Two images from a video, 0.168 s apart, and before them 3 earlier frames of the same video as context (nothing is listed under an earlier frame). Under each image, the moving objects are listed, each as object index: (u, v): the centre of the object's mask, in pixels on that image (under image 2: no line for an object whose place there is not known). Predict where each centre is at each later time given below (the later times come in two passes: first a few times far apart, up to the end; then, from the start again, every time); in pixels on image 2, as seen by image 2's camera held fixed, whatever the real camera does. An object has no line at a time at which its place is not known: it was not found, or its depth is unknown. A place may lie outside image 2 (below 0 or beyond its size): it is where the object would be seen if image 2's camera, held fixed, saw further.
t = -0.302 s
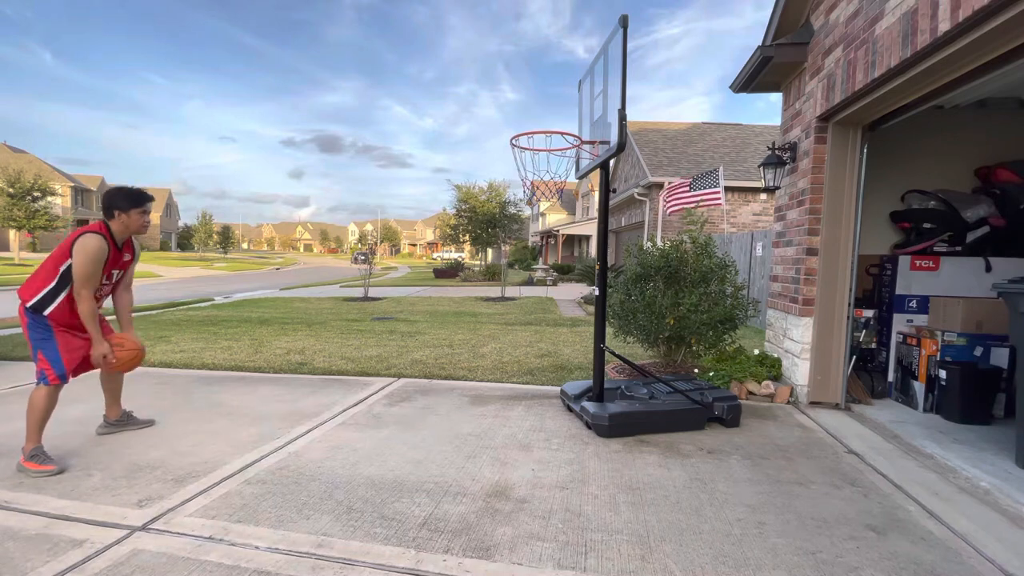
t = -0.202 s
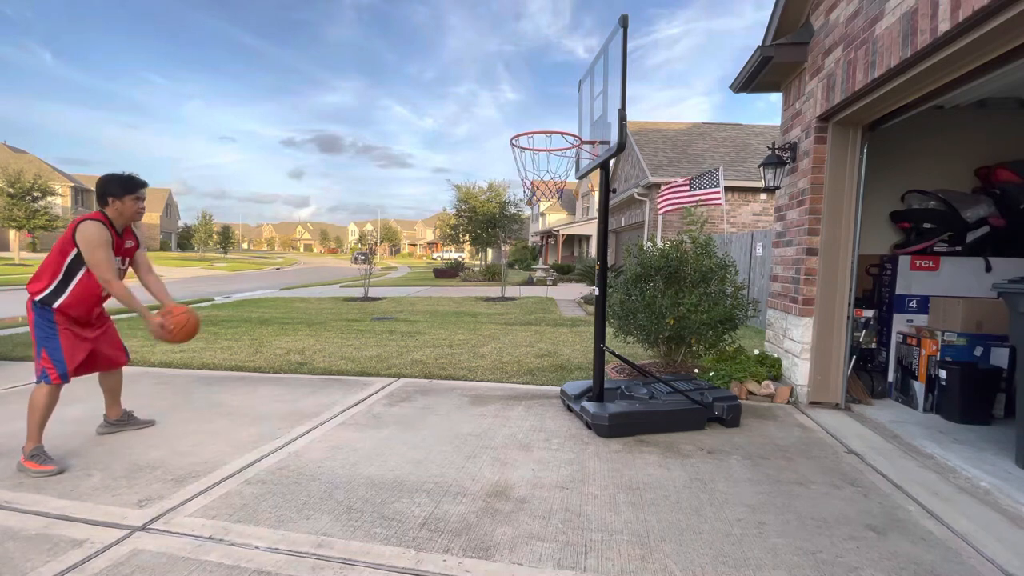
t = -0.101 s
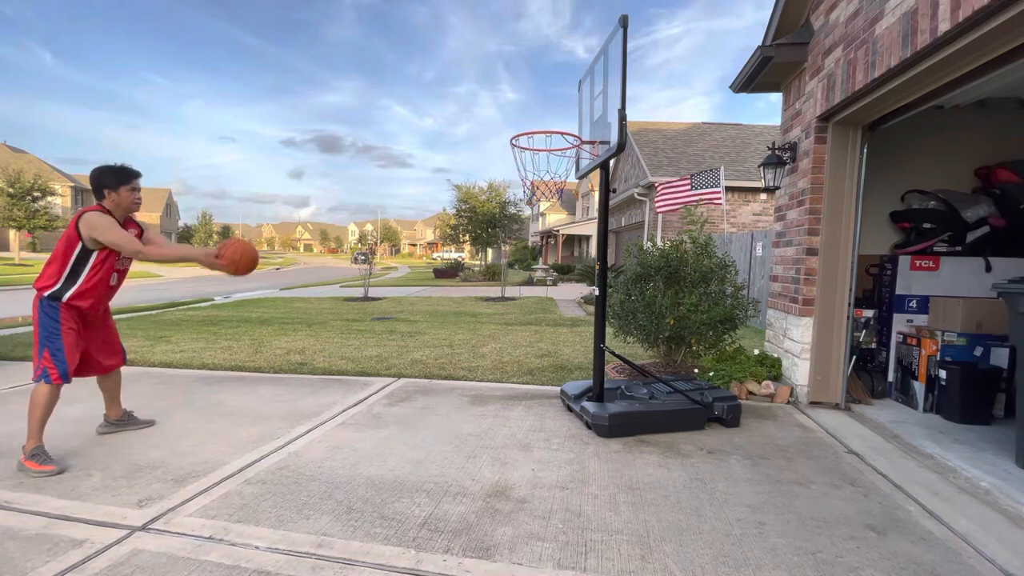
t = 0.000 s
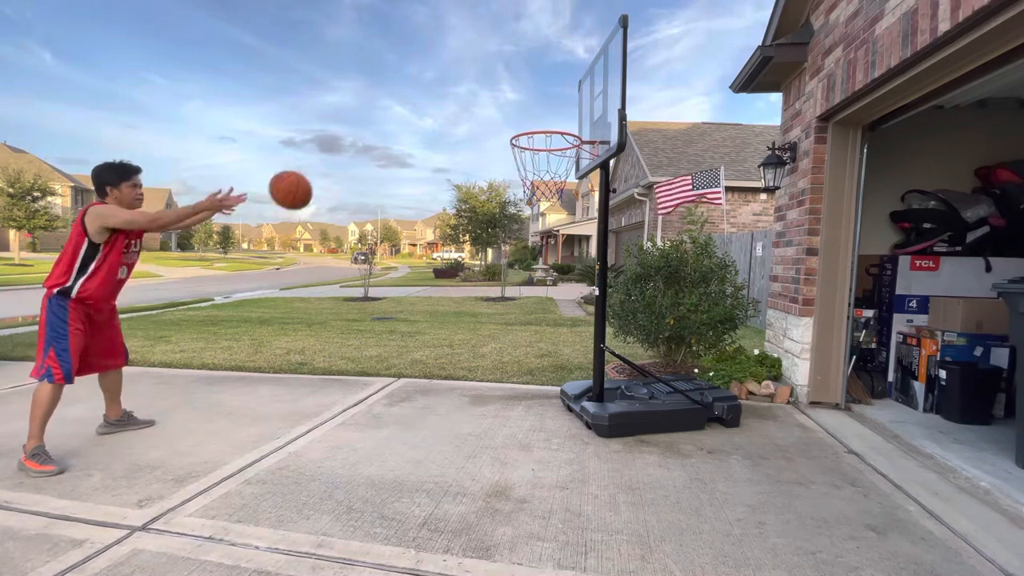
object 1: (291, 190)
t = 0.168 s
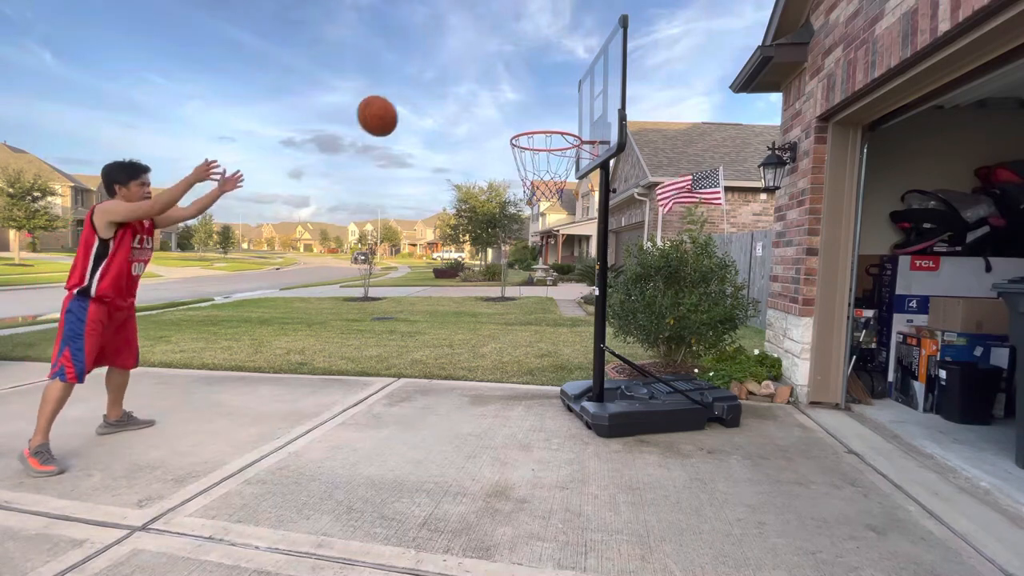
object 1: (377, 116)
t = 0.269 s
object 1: (427, 93)
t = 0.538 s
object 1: (550, 110)
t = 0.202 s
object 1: (394, 106)
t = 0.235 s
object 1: (411, 99)
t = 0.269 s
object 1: (427, 93)
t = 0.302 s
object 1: (443, 89)
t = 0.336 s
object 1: (459, 87)
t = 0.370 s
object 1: (475, 86)
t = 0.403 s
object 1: (490, 88)
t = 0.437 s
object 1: (506, 91)
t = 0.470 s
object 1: (521, 96)
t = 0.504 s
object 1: (536, 102)
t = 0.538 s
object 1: (550, 110)
